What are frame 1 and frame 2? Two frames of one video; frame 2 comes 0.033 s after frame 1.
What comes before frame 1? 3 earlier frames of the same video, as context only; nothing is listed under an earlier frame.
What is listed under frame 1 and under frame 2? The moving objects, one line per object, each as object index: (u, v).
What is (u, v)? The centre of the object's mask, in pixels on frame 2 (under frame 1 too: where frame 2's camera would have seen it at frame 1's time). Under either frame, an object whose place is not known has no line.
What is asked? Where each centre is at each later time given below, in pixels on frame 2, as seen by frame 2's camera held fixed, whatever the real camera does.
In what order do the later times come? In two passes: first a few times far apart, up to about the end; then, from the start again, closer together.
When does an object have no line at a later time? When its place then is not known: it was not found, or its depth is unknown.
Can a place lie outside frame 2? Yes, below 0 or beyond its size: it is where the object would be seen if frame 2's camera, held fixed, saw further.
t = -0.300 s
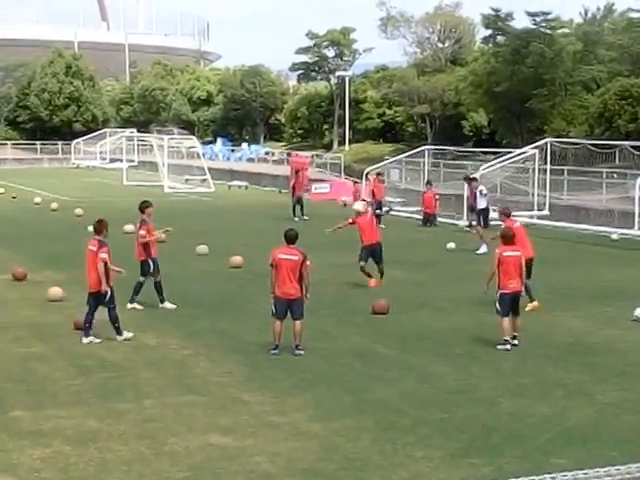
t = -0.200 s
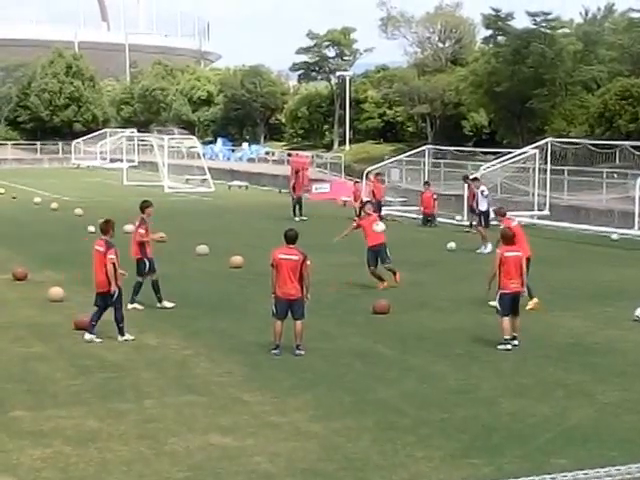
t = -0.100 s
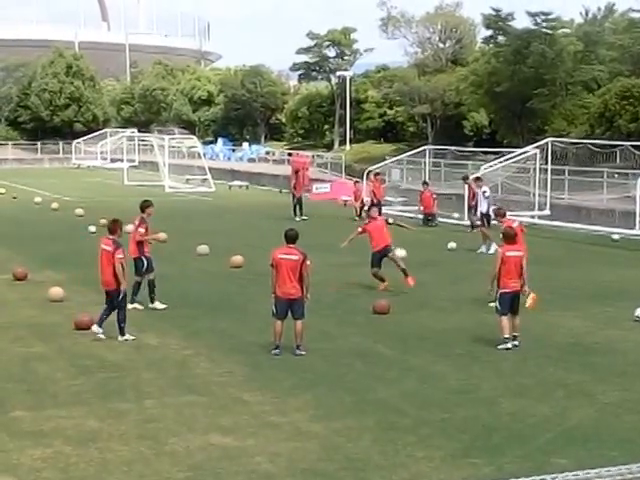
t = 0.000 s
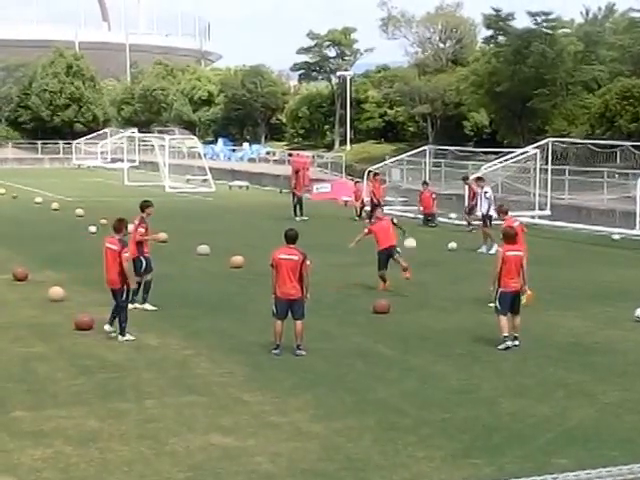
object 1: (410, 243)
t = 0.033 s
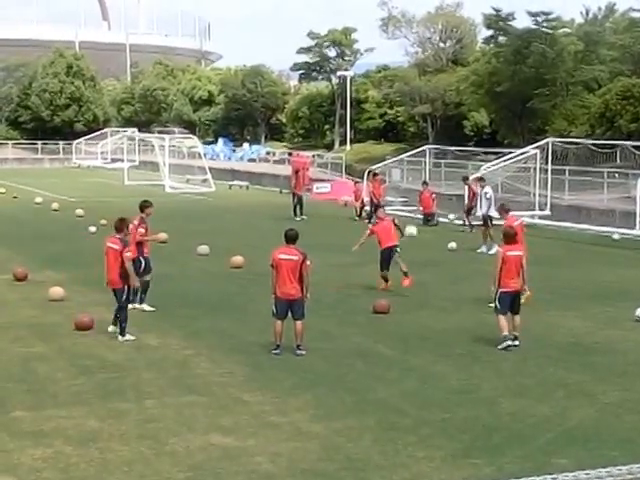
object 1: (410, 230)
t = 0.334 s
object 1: (417, 143)
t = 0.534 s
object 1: (423, 110)
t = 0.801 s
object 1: (430, 100)
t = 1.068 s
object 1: (437, 135)
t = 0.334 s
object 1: (417, 143)
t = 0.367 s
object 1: (418, 136)
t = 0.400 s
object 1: (419, 129)
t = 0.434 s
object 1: (420, 124)
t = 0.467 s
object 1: (421, 118)
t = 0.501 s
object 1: (422, 114)
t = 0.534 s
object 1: (423, 110)
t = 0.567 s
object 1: (423, 106)
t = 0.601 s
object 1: (425, 104)
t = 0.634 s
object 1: (426, 101)
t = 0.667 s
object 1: (426, 100)
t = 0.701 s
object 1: (427, 99)
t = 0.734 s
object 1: (428, 99)
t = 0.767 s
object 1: (429, 99)
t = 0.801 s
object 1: (430, 100)
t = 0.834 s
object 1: (431, 101)
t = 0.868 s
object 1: (432, 104)
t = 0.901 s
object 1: (433, 108)
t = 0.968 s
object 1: (435, 116)
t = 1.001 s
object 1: (436, 122)
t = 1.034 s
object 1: (437, 128)
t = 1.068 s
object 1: (437, 135)
